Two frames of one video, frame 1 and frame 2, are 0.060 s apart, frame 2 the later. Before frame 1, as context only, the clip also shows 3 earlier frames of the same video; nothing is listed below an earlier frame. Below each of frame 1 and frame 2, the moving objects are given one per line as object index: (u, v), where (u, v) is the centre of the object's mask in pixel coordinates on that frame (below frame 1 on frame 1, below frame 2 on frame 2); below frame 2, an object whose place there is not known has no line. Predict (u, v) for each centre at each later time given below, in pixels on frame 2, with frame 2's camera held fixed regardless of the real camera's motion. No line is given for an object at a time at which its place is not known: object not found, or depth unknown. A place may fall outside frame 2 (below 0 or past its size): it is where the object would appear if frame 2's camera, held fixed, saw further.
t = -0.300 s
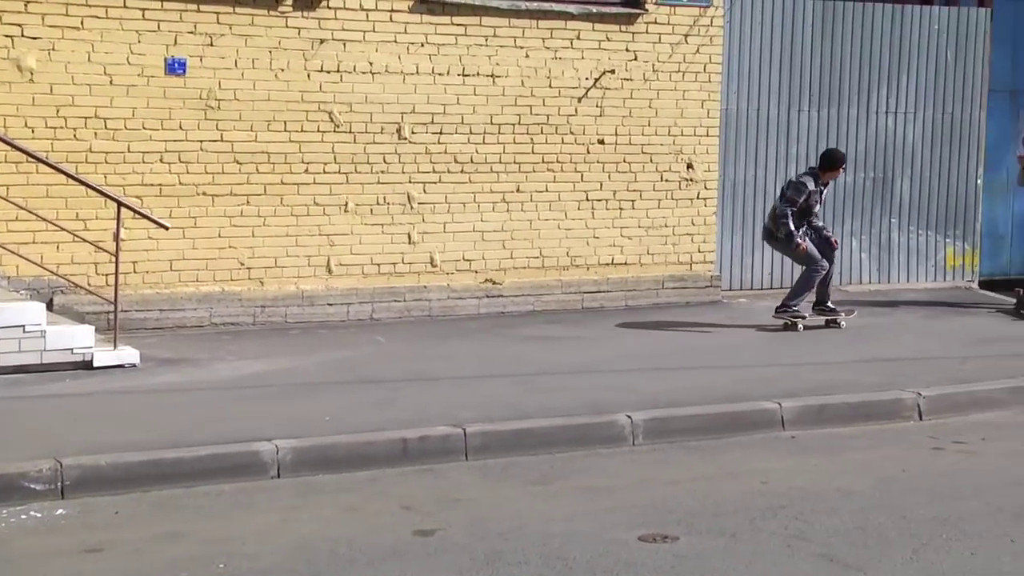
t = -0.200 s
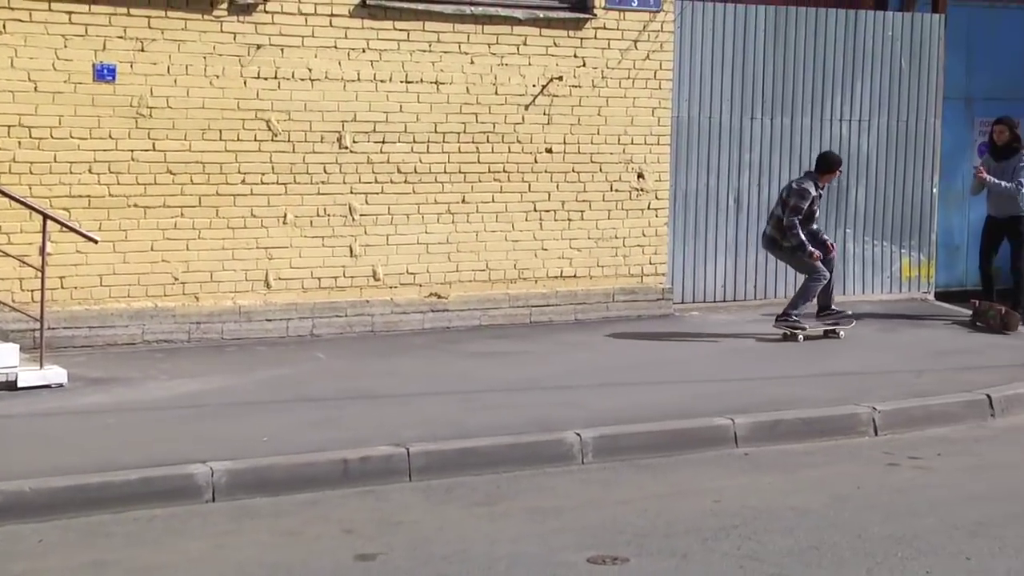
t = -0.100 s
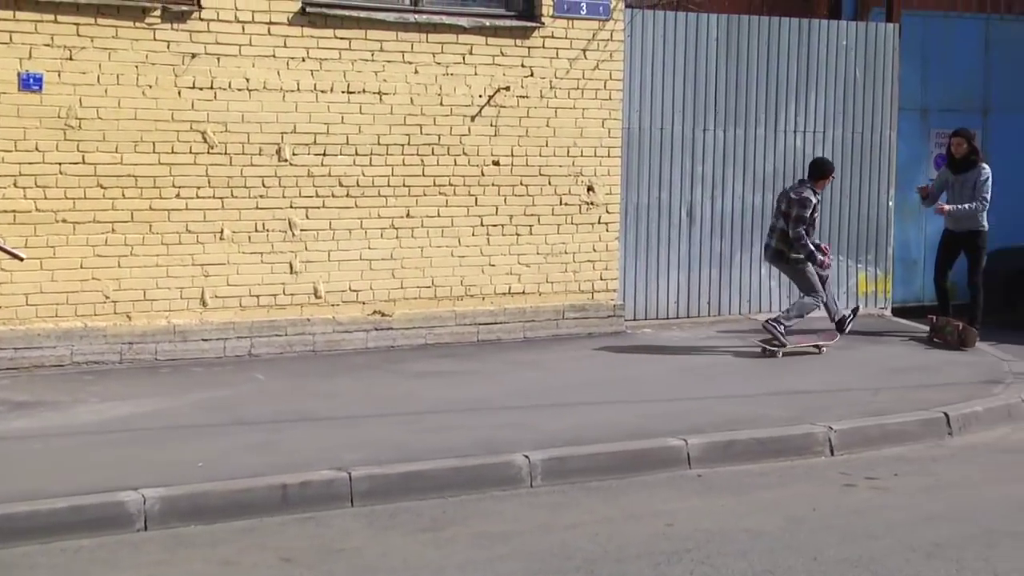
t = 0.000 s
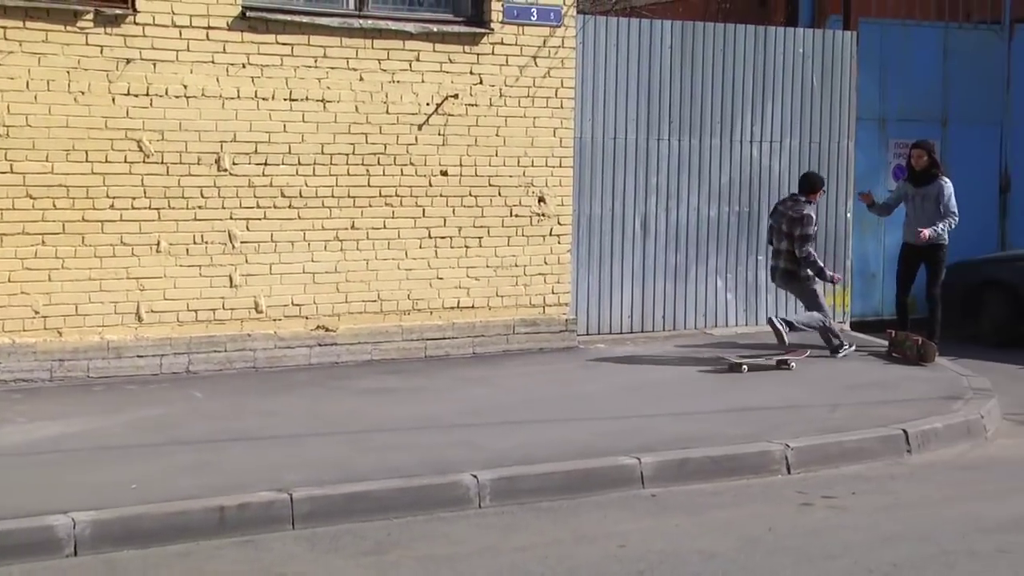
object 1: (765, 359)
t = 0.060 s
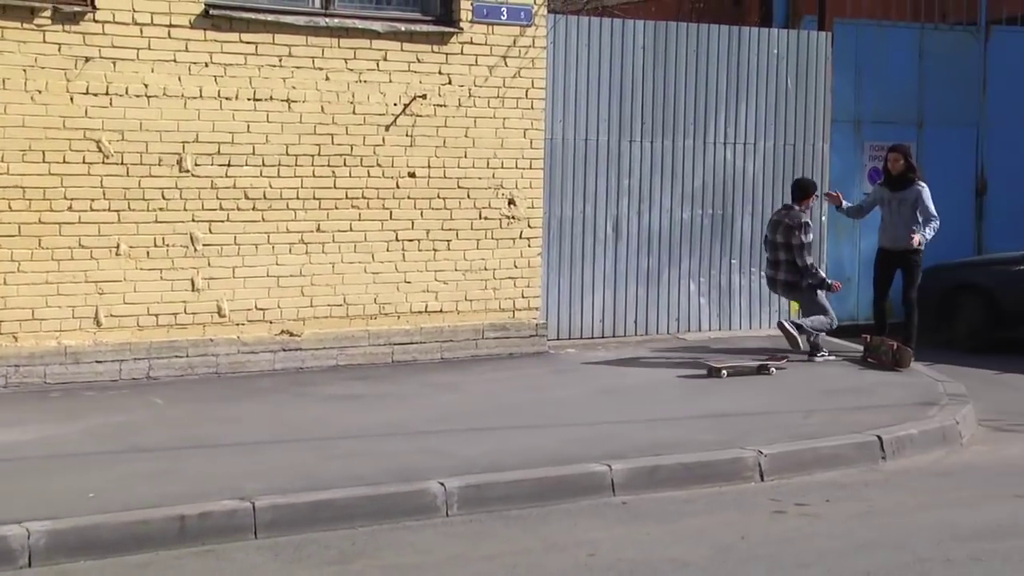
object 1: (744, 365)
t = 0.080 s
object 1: (747, 364)
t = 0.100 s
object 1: (749, 364)
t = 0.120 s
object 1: (751, 362)
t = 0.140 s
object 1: (754, 363)
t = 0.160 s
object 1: (756, 363)
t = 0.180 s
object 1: (759, 363)
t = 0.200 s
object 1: (760, 363)
